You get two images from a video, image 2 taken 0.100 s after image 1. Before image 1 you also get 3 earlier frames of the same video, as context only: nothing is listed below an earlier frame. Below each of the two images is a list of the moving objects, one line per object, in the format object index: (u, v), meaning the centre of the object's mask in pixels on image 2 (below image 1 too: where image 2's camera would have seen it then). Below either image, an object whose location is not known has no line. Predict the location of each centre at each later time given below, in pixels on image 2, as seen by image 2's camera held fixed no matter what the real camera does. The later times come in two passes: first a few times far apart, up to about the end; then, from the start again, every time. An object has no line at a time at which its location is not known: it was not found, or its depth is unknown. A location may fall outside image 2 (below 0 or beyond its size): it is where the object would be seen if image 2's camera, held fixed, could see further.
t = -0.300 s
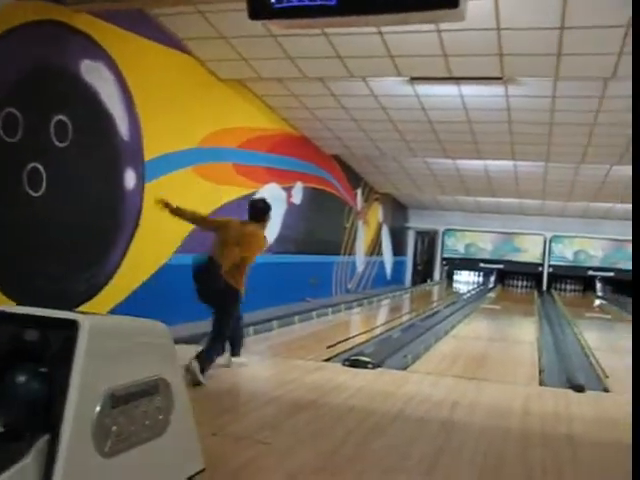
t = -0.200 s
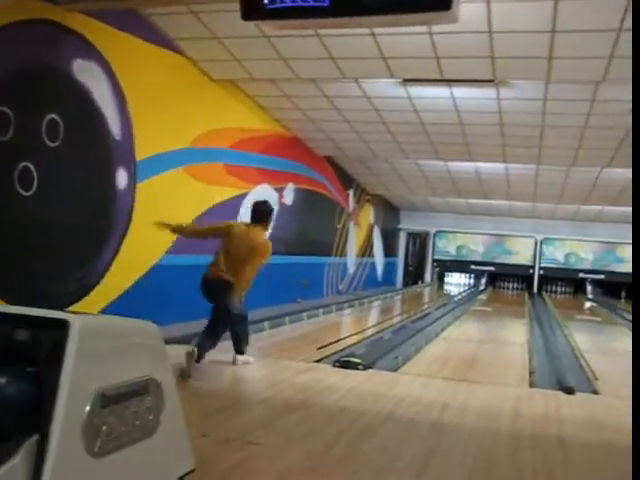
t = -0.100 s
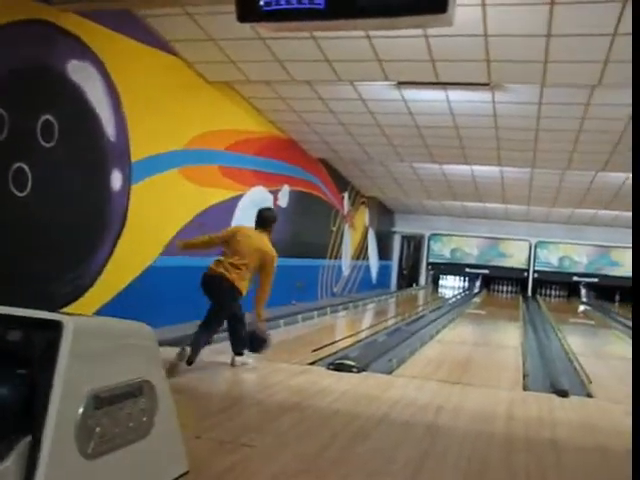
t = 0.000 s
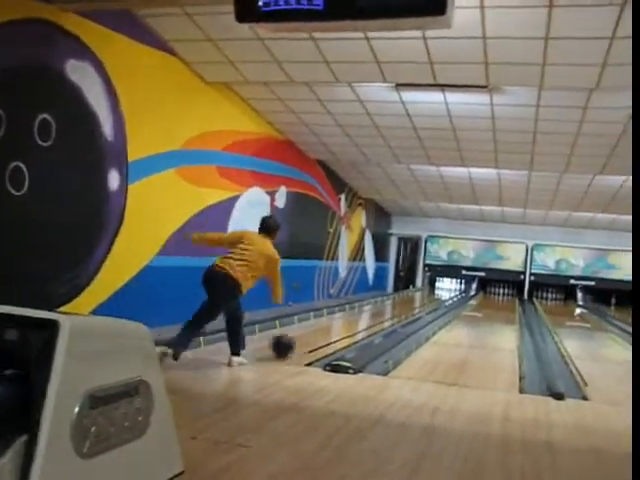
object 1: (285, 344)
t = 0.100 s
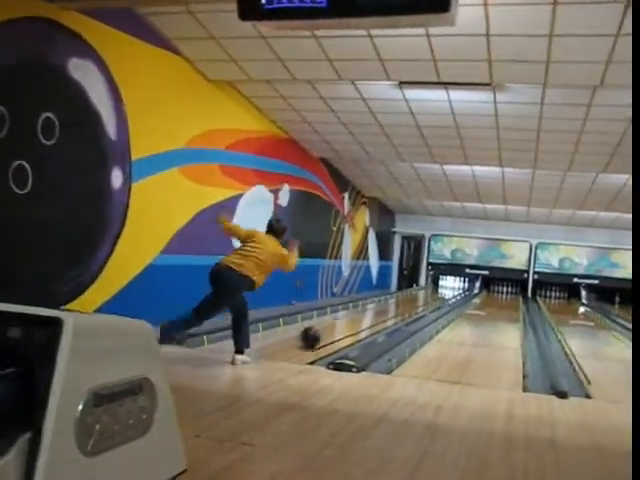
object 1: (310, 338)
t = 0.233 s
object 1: (337, 326)
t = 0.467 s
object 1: (366, 314)
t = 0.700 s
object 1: (385, 306)
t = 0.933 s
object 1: (403, 299)
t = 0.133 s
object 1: (317, 335)
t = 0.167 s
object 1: (325, 333)
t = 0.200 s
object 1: (331, 330)
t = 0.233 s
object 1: (337, 326)
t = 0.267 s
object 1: (342, 324)
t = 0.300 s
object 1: (347, 322)
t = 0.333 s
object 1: (352, 319)
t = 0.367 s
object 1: (356, 317)
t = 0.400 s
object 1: (359, 316)
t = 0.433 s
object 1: (363, 315)
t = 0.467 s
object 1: (366, 314)
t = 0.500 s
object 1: (369, 313)
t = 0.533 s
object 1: (372, 312)
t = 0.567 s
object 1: (373, 311)
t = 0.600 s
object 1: (376, 310)
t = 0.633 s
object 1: (378, 309)
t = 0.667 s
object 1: (381, 307)
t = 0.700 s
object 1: (385, 306)
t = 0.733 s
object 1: (390, 305)
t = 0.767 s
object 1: (392, 303)
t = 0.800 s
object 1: (396, 302)
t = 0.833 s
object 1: (397, 301)
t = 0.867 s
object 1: (400, 301)
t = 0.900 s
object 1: (401, 300)
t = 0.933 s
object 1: (403, 299)
